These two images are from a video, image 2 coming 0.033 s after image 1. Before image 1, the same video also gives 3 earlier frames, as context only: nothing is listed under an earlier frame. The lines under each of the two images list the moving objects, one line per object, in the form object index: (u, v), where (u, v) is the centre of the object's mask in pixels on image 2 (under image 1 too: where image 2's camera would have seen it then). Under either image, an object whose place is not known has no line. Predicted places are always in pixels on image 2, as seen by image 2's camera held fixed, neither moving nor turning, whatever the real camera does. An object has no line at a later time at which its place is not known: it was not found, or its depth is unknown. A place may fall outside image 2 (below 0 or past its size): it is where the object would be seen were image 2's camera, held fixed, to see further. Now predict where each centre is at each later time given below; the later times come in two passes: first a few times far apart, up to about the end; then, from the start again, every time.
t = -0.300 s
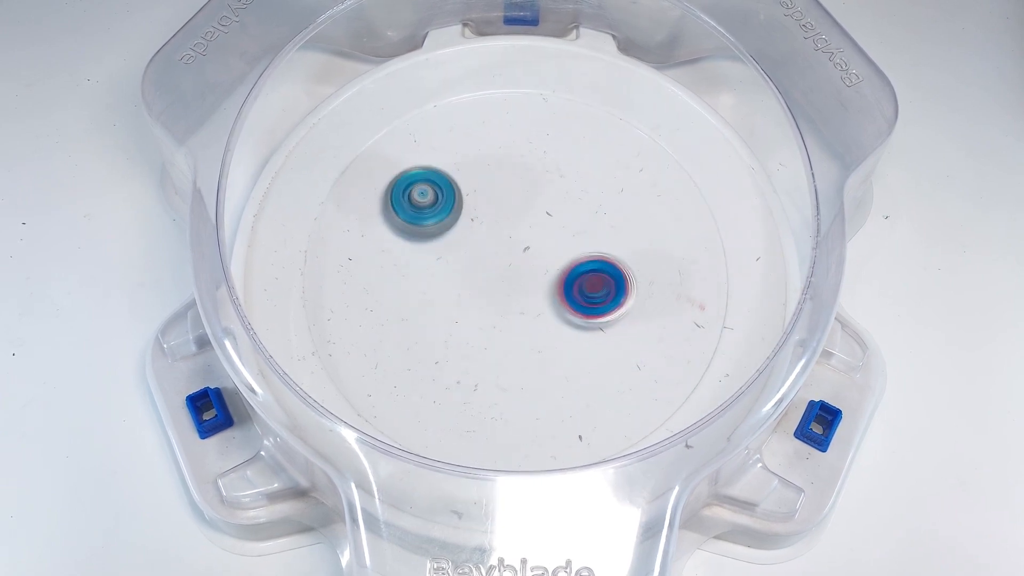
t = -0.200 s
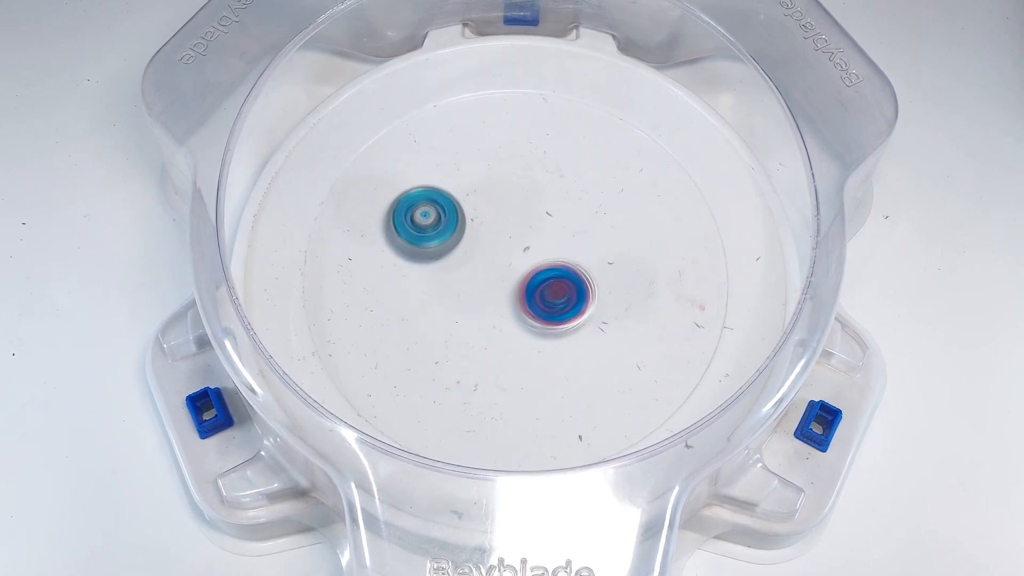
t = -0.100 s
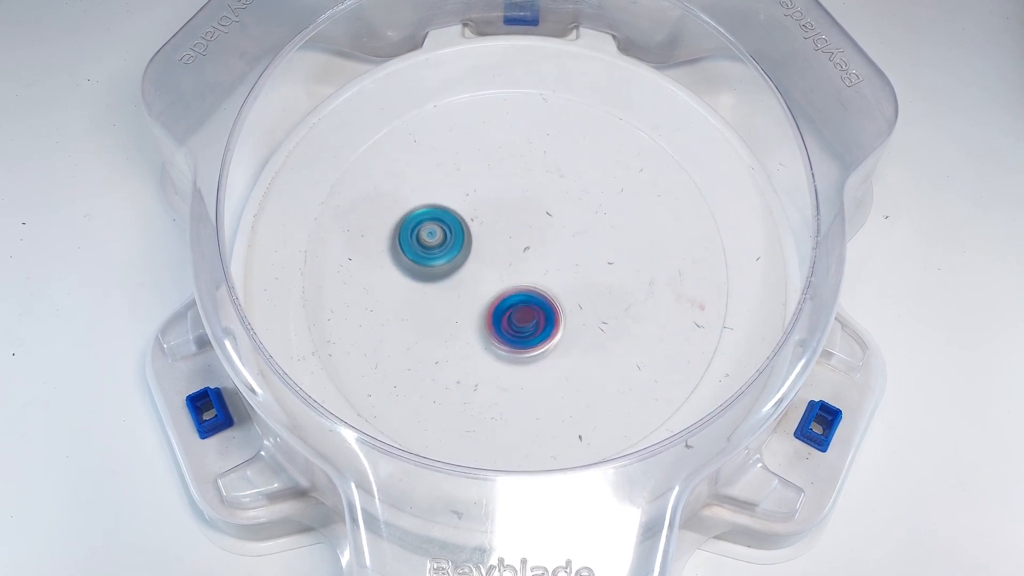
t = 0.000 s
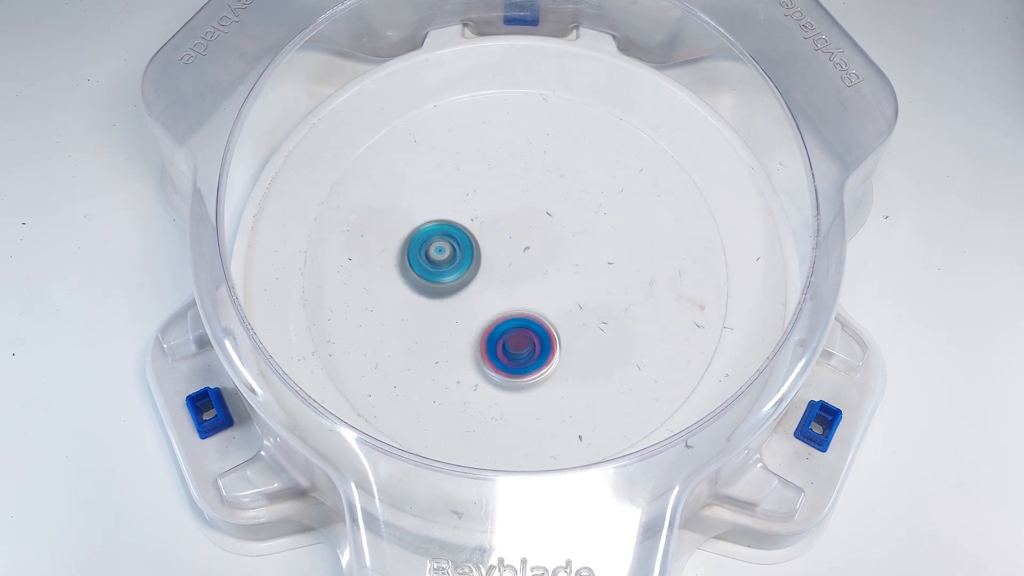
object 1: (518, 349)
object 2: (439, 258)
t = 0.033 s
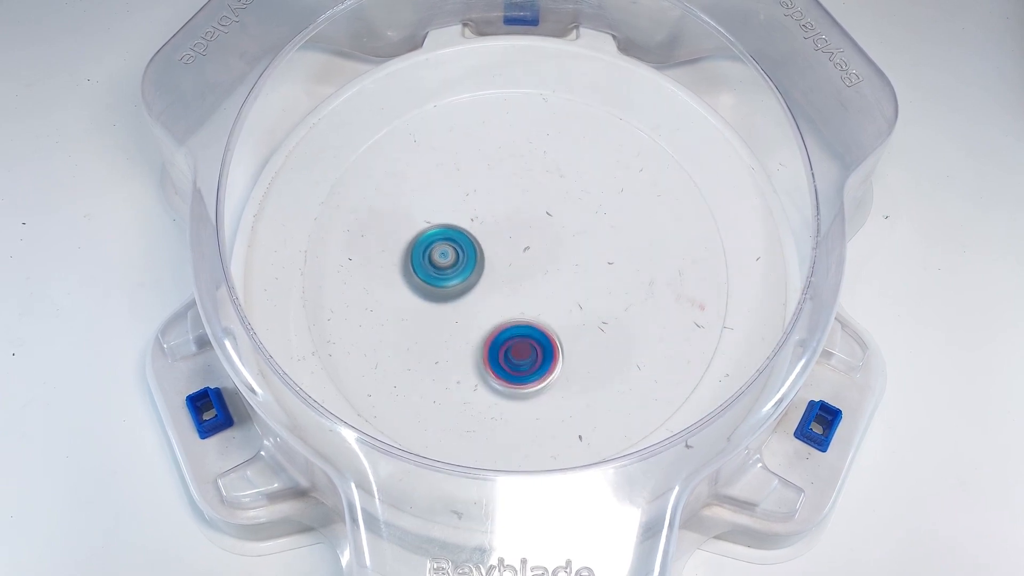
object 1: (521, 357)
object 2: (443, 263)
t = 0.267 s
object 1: (560, 339)
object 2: (471, 287)
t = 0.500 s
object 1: (626, 304)
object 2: (454, 273)
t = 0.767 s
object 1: (517, 224)
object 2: (468, 290)
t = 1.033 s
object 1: (442, 260)
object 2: (473, 335)
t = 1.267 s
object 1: (439, 243)
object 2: (505, 354)
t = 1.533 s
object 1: (492, 222)
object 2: (519, 338)
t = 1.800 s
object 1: (500, 203)
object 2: (521, 310)
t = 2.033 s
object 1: (517, 207)
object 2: (517, 299)
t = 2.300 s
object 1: (514, 193)
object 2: (513, 296)
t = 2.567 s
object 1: (491, 211)
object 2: (517, 284)
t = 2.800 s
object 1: (474, 200)
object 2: (534, 301)
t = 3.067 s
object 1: (516, 219)
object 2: (548, 302)
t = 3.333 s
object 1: (527, 216)
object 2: (553, 301)
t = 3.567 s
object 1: (488, 224)
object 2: (546, 300)
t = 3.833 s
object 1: (441, 222)
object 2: (552, 317)
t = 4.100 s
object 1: (459, 245)
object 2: (559, 315)
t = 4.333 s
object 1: (455, 231)
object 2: (565, 309)
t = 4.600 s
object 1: (497, 225)
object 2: (559, 299)
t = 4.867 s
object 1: (505, 206)
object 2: (559, 301)
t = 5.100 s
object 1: (518, 223)
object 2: (549, 298)
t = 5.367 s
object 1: (482, 200)
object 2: (536, 305)
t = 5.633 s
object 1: (473, 218)
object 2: (543, 337)
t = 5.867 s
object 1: (499, 237)
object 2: (550, 336)
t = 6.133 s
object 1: (553, 205)
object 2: (543, 339)
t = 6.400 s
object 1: (504, 172)
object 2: (529, 320)
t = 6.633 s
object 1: (497, 229)
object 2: (520, 314)
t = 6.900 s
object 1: (487, 203)
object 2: (525, 311)
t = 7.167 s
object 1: (487, 226)
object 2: (537, 301)
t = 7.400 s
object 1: (517, 223)
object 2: (551, 317)
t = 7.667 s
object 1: (537, 228)
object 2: (557, 317)
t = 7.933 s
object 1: (542, 236)
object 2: (548, 322)
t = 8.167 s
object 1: (523, 222)
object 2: (530, 324)
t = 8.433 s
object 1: (490, 225)
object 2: (519, 327)
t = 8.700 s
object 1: (486, 232)
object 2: (517, 314)
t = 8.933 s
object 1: (492, 219)
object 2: (519, 298)
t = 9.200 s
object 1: (498, 174)
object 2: (536, 307)
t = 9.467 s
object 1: (510, 211)
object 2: (542, 298)
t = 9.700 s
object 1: (494, 232)
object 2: (547, 307)
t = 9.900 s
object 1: (471, 263)
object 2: (546, 303)
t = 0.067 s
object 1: (525, 364)
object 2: (446, 267)
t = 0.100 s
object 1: (531, 368)
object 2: (450, 271)
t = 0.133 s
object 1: (537, 368)
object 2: (454, 274)
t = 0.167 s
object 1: (545, 365)
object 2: (459, 278)
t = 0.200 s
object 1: (552, 358)
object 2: (462, 281)
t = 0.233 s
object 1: (558, 350)
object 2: (467, 284)
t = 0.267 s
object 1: (560, 339)
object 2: (471, 287)
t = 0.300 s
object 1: (558, 328)
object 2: (475, 289)
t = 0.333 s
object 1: (561, 322)
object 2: (475, 288)
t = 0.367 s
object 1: (583, 326)
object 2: (462, 280)
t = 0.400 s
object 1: (596, 330)
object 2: (454, 275)
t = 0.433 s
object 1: (607, 326)
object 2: (452, 272)
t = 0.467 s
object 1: (618, 317)
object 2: (452, 272)
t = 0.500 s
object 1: (626, 304)
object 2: (454, 273)
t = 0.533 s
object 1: (628, 289)
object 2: (456, 274)
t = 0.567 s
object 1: (623, 275)
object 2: (458, 276)
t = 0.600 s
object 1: (614, 262)
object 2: (461, 278)
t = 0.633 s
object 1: (601, 247)
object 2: (463, 279)
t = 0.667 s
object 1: (583, 236)
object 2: (466, 281)
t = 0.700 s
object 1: (561, 229)
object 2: (468, 283)
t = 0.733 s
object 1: (538, 225)
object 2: (471, 284)
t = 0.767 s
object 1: (517, 224)
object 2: (468, 290)
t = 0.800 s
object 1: (501, 224)
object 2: (465, 296)
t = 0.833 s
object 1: (486, 228)
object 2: (464, 302)
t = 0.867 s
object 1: (474, 225)
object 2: (463, 314)
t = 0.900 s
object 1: (465, 225)
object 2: (463, 323)
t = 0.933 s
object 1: (459, 227)
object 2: (464, 328)
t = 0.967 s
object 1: (453, 234)
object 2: (467, 331)
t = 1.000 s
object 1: (446, 247)
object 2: (469, 332)
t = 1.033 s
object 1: (442, 260)
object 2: (473, 335)
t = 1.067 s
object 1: (439, 256)
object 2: (481, 345)
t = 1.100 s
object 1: (437, 251)
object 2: (487, 350)
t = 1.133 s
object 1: (435, 247)
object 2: (492, 353)
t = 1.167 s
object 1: (435, 245)
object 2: (496, 355)
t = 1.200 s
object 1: (435, 244)
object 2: (500, 355)
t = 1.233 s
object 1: (437, 243)
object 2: (503, 355)
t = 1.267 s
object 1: (439, 243)
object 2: (505, 354)
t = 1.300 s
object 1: (443, 243)
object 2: (508, 352)
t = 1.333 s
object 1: (449, 243)
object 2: (510, 350)
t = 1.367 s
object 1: (455, 243)
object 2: (512, 348)
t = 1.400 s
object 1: (463, 241)
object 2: (513, 346)
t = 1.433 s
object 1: (471, 238)
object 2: (515, 344)
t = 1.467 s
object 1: (479, 234)
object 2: (516, 342)
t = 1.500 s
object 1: (486, 228)
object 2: (518, 340)
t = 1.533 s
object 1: (492, 222)
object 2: (519, 338)
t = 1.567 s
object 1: (498, 217)
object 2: (521, 335)
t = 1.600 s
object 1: (501, 213)
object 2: (522, 332)
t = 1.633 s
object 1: (503, 209)
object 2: (523, 328)
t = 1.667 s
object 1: (503, 206)
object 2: (523, 325)
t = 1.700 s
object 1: (502, 203)
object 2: (523, 321)
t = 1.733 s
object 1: (501, 202)
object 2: (522, 317)
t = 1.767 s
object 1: (500, 201)
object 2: (522, 314)
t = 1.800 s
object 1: (500, 203)
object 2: (521, 310)
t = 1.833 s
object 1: (500, 207)
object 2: (521, 306)
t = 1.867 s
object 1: (502, 212)
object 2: (520, 303)
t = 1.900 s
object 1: (505, 220)
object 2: (519, 299)
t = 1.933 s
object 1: (511, 219)
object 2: (519, 301)
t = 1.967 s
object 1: (513, 215)
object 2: (518, 302)
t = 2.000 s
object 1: (516, 210)
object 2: (517, 302)
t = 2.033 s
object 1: (517, 207)
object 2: (517, 299)
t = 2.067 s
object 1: (516, 204)
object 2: (516, 298)
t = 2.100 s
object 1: (514, 202)
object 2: (516, 295)
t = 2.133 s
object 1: (513, 200)
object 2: (516, 293)
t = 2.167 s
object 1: (512, 201)
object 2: (515, 290)
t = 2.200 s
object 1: (512, 204)
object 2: (515, 287)
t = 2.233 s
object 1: (513, 209)
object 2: (515, 285)
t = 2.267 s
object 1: (514, 201)
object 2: (514, 292)
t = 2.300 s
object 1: (514, 193)
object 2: (513, 296)
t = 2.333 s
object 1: (512, 186)
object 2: (513, 296)
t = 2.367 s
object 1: (509, 182)
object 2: (513, 295)
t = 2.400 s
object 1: (504, 181)
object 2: (514, 293)
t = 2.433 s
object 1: (498, 182)
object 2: (514, 291)
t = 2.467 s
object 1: (493, 185)
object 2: (515, 290)
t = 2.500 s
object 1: (490, 192)
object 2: (515, 287)
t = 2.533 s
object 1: (489, 201)
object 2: (516, 285)
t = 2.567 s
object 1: (491, 211)
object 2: (517, 284)
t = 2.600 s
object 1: (490, 203)
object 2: (521, 293)
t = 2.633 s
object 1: (487, 196)
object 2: (524, 300)
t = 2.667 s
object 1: (484, 192)
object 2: (527, 302)
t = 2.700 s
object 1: (480, 191)
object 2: (529, 302)
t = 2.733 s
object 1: (477, 192)
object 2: (530, 302)
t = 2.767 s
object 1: (474, 195)
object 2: (532, 302)
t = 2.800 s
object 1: (474, 200)
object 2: (534, 301)
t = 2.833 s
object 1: (475, 206)
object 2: (536, 300)
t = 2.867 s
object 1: (479, 213)
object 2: (538, 299)
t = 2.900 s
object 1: (485, 221)
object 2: (539, 297)
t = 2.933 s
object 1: (494, 228)
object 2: (540, 296)
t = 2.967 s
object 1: (501, 229)
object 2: (543, 299)
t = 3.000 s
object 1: (506, 226)
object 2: (545, 301)
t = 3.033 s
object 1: (511, 223)
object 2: (547, 302)
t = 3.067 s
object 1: (516, 219)
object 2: (548, 302)
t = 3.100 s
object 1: (519, 217)
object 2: (549, 301)
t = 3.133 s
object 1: (522, 215)
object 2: (551, 300)
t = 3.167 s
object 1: (524, 215)
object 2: (551, 299)
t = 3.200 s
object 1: (526, 216)
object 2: (552, 298)
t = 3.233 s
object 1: (527, 218)
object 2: (552, 297)
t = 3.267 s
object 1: (528, 221)
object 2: (552, 296)
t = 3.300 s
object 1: (529, 223)
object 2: (552, 296)
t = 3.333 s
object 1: (527, 216)
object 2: (553, 301)
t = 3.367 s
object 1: (523, 209)
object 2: (553, 303)
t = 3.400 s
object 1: (518, 204)
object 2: (552, 303)
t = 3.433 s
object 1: (504, 199)
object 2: (551, 302)
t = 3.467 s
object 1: (498, 202)
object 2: (550, 302)
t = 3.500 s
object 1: (494, 207)
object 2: (549, 301)
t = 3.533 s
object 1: (490, 215)
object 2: (548, 301)
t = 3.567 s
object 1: (488, 224)
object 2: (546, 300)
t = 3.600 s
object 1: (490, 235)
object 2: (544, 299)
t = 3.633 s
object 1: (487, 234)
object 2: (547, 306)
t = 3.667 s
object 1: (477, 228)
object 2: (552, 315)
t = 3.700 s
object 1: (468, 225)
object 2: (554, 319)
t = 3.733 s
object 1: (461, 221)
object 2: (554, 319)
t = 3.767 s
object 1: (454, 220)
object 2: (554, 319)
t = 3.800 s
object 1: (446, 220)
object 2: (553, 318)
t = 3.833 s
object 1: (441, 222)
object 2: (552, 317)
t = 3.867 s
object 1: (438, 226)
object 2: (551, 315)
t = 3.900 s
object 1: (437, 233)
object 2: (549, 313)
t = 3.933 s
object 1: (440, 240)
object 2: (548, 311)
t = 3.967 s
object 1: (445, 248)
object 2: (546, 308)
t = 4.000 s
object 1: (454, 254)
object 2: (544, 306)
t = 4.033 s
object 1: (465, 259)
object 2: (541, 303)
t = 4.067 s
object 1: (467, 255)
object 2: (549, 308)
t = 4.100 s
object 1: (459, 245)
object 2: (559, 315)
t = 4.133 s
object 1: (455, 238)
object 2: (565, 317)
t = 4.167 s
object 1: (453, 234)
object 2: (566, 318)
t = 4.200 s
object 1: (451, 231)
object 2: (566, 317)
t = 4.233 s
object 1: (451, 229)
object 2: (566, 315)
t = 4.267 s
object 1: (450, 230)
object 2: (566, 313)
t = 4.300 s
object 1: (452, 230)
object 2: (565, 311)
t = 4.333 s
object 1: (455, 231)
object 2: (565, 309)
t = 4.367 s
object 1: (459, 232)
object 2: (564, 306)
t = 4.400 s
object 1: (464, 234)
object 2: (562, 304)
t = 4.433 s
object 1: (470, 235)
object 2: (561, 301)
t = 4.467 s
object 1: (476, 237)
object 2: (559, 299)
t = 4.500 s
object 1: (484, 237)
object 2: (558, 296)
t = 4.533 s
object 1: (490, 237)
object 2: (556, 293)
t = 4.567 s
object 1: (497, 236)
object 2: (554, 291)
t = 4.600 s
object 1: (497, 225)
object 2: (559, 299)
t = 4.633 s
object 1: (499, 216)
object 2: (562, 306)
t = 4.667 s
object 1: (501, 210)
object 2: (562, 308)
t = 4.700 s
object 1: (501, 206)
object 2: (562, 308)
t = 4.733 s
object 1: (502, 203)
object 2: (561, 307)
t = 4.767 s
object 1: (503, 201)
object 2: (560, 305)
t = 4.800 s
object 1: (504, 201)
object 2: (560, 304)
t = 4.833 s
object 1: (504, 203)
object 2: (559, 303)
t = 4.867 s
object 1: (505, 206)
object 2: (559, 301)
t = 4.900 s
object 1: (507, 211)
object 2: (557, 300)
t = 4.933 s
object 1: (508, 216)
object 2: (555, 298)
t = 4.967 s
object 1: (511, 221)
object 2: (554, 297)
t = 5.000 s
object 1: (516, 227)
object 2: (552, 296)
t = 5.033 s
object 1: (518, 226)
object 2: (552, 298)
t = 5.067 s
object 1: (518, 223)
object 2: (551, 299)
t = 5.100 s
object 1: (518, 223)
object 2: (549, 298)
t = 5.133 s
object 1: (518, 223)
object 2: (547, 297)
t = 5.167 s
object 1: (517, 224)
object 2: (545, 296)
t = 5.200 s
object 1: (516, 222)
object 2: (543, 299)
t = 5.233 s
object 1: (511, 211)
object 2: (542, 304)
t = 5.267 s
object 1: (505, 204)
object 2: (541, 306)
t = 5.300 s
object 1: (498, 201)
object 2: (539, 307)
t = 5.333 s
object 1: (490, 199)
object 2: (537, 306)
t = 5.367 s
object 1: (482, 200)
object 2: (536, 305)
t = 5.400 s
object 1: (476, 204)
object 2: (534, 305)
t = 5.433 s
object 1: (473, 210)
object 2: (532, 304)
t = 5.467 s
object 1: (472, 218)
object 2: (530, 303)
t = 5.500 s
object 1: (472, 228)
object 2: (528, 302)
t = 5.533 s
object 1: (477, 238)
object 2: (526, 301)
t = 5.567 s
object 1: (474, 230)
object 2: (533, 317)
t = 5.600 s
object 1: (472, 223)
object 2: (539, 330)
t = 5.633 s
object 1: (473, 218)
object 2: (543, 337)
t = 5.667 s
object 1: (474, 217)
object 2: (545, 340)
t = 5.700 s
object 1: (476, 219)
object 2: (546, 340)
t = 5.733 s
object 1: (479, 222)
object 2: (547, 340)
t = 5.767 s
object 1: (483, 226)
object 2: (548, 340)
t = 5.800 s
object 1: (487, 229)
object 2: (549, 339)
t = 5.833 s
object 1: (493, 233)
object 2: (550, 338)
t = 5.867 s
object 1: (499, 237)
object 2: (550, 336)
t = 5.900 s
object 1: (507, 240)
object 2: (551, 334)
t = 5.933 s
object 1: (515, 243)
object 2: (551, 332)
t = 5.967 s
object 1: (524, 246)
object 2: (550, 330)
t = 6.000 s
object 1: (532, 247)
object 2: (549, 327)
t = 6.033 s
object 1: (541, 248)
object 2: (548, 325)
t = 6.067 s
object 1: (549, 230)
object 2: (546, 335)
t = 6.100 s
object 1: (553, 216)
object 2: (544, 340)
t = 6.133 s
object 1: (553, 205)
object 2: (543, 339)
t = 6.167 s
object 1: (551, 193)
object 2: (542, 338)
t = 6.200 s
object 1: (549, 182)
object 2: (541, 337)
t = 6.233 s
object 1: (544, 174)
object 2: (539, 335)
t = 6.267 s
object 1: (538, 167)
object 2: (537, 332)
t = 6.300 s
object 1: (529, 162)
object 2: (536, 329)
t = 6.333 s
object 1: (521, 162)
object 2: (534, 327)
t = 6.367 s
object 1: (511, 165)
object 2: (532, 323)
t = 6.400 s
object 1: (504, 172)
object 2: (529, 320)
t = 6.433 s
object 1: (498, 181)
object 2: (527, 317)
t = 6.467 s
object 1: (494, 193)
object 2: (525, 313)
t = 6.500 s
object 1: (492, 205)
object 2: (523, 310)
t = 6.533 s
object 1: (493, 217)
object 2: (521, 306)
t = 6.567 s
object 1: (496, 229)
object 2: (519, 303)
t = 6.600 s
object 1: (495, 228)
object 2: (520, 310)
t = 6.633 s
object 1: (497, 229)
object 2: (520, 314)
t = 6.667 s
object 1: (497, 232)
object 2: (520, 314)
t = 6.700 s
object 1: (499, 237)
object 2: (519, 312)
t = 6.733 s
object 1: (501, 232)
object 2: (521, 315)
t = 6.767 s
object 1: (499, 223)
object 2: (522, 318)
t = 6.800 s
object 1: (498, 216)
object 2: (523, 317)
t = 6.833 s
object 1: (494, 210)
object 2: (524, 316)
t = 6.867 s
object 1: (492, 204)
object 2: (524, 314)
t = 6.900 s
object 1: (487, 203)
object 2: (525, 311)
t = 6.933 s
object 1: (484, 202)
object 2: (526, 308)
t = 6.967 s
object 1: (480, 204)
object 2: (527, 306)
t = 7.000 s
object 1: (480, 207)
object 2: (528, 303)
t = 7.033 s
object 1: (477, 212)
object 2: (528, 299)
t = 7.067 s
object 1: (479, 219)
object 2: (528, 297)
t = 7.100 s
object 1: (482, 228)
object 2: (529, 294)
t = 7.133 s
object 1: (485, 227)
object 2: (533, 298)
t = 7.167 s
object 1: (487, 226)
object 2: (537, 301)
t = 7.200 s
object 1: (491, 228)
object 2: (539, 302)
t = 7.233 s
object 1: (495, 231)
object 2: (540, 301)
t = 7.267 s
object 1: (500, 233)
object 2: (541, 300)
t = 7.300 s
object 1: (503, 230)
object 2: (544, 308)
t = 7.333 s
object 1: (508, 227)
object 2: (547, 314)
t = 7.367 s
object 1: (512, 226)
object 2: (549, 316)
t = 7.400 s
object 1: (517, 223)
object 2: (551, 317)
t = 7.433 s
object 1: (522, 223)
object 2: (552, 317)
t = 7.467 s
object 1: (524, 221)
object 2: (553, 318)
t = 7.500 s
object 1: (529, 220)
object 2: (555, 317)
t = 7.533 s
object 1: (530, 219)
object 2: (555, 317)
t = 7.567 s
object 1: (532, 220)
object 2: (556, 317)
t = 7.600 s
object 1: (533, 222)
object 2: (557, 317)
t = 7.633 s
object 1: (535, 224)
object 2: (557, 318)
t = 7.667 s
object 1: (537, 228)
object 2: (557, 317)
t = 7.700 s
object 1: (537, 232)
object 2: (558, 317)
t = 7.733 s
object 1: (539, 237)
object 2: (557, 317)
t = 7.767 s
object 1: (542, 242)
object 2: (556, 317)
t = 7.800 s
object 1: (544, 240)
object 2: (555, 321)
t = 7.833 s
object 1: (545, 238)
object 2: (554, 322)
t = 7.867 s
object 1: (545, 236)
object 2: (552, 323)
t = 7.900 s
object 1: (544, 237)
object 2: (550, 323)
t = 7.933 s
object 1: (542, 236)
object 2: (548, 322)
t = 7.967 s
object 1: (541, 238)
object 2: (546, 321)
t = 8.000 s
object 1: (538, 241)
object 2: (544, 319)
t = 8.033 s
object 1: (537, 240)
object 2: (541, 319)
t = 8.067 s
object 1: (537, 233)
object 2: (539, 325)
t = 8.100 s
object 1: (534, 227)
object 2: (536, 326)
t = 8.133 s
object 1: (530, 224)
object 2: (533, 325)
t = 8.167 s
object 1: (523, 222)
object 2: (530, 324)
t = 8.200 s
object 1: (518, 222)
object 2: (528, 323)
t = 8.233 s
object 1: (512, 225)
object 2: (526, 321)
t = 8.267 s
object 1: (507, 227)
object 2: (524, 319)
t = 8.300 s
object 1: (504, 234)
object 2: (522, 317)
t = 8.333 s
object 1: (501, 241)
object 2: (521, 315)
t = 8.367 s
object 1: (497, 232)
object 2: (521, 324)
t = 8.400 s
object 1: (494, 228)
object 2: (521, 328)
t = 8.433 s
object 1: (490, 225)
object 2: (519, 327)
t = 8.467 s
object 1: (488, 223)
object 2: (518, 325)
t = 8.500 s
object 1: (485, 224)
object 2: (516, 322)
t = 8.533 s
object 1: (483, 225)
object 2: (516, 320)
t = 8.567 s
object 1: (483, 228)
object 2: (515, 317)
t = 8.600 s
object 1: (481, 232)
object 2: (515, 314)
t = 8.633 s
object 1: (483, 237)
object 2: (514, 312)
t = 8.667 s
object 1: (486, 237)
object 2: (515, 313)
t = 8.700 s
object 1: (486, 232)
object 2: (517, 314)
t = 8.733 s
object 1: (487, 227)
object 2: (517, 313)
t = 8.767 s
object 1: (488, 225)
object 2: (517, 310)
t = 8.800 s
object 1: (488, 222)
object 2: (517, 308)
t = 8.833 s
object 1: (489, 219)
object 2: (518, 306)
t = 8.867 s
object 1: (490, 219)
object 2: (518, 303)
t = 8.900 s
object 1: (490, 218)
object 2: (518, 301)
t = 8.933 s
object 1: (492, 219)
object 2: (519, 298)
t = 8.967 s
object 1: (496, 212)
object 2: (523, 302)
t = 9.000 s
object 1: (496, 202)
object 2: (526, 309)
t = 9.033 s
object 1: (496, 198)
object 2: (528, 311)
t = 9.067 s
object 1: (495, 192)
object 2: (529, 311)
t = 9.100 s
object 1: (498, 184)
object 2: (531, 310)
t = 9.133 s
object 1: (498, 180)
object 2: (533, 309)
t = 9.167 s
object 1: (498, 176)
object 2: (534, 308)
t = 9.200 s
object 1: (498, 174)
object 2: (536, 307)
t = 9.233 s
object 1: (499, 174)
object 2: (537, 306)
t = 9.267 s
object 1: (499, 178)
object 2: (538, 305)
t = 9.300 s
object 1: (501, 182)
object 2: (538, 304)
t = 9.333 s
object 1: (503, 186)
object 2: (539, 303)
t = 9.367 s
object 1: (505, 192)
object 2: (540, 302)
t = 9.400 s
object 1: (508, 200)
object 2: (541, 301)
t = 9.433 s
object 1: (509, 206)
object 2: (541, 300)
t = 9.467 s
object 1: (510, 211)
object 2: (542, 298)
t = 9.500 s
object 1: (511, 217)
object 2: (542, 297)
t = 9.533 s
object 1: (511, 225)
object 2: (542, 296)
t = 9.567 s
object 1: (509, 226)
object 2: (544, 300)
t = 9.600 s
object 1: (507, 223)
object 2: (546, 305)
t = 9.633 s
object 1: (507, 224)
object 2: (547, 307)
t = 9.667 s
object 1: (501, 229)
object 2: (547, 307)
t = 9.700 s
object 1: (494, 232)
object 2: (547, 307)
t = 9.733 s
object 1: (489, 235)
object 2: (548, 306)
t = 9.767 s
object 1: (484, 240)
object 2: (548, 305)
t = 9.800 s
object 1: (480, 245)
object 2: (548, 305)
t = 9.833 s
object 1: (477, 250)
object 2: (548, 304)
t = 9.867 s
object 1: (473, 257)
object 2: (547, 304)
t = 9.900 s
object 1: (471, 263)
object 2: (546, 303)
